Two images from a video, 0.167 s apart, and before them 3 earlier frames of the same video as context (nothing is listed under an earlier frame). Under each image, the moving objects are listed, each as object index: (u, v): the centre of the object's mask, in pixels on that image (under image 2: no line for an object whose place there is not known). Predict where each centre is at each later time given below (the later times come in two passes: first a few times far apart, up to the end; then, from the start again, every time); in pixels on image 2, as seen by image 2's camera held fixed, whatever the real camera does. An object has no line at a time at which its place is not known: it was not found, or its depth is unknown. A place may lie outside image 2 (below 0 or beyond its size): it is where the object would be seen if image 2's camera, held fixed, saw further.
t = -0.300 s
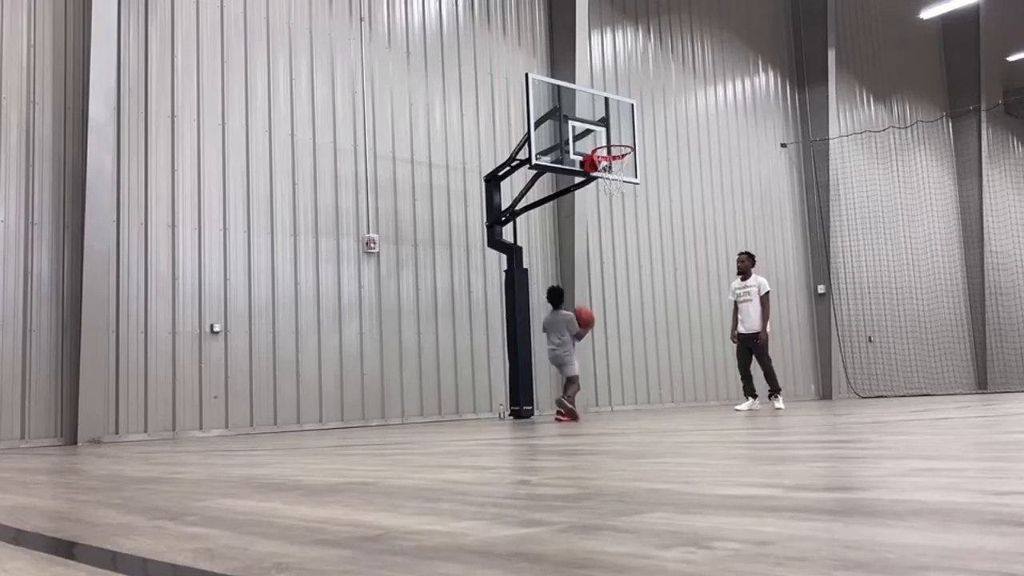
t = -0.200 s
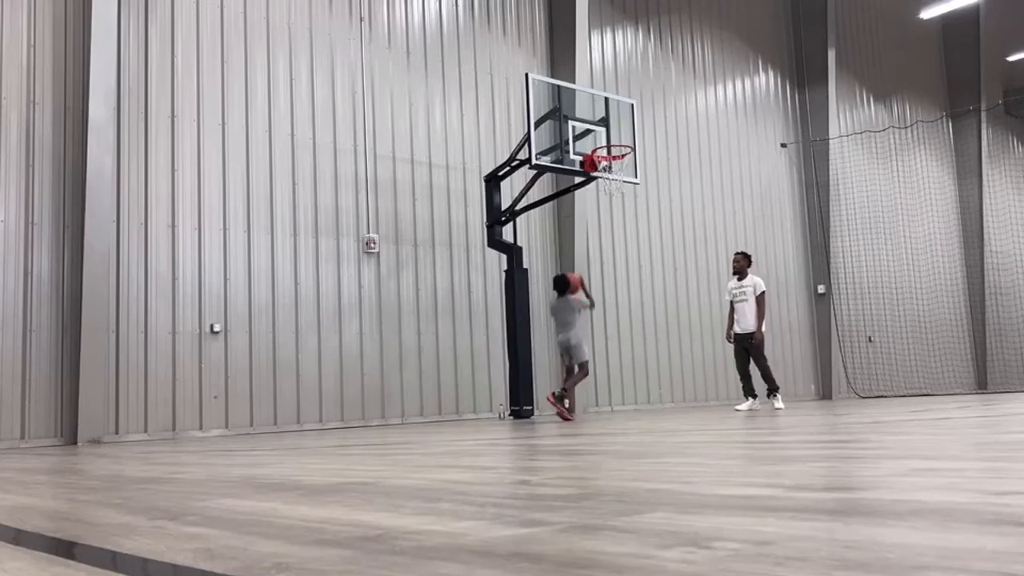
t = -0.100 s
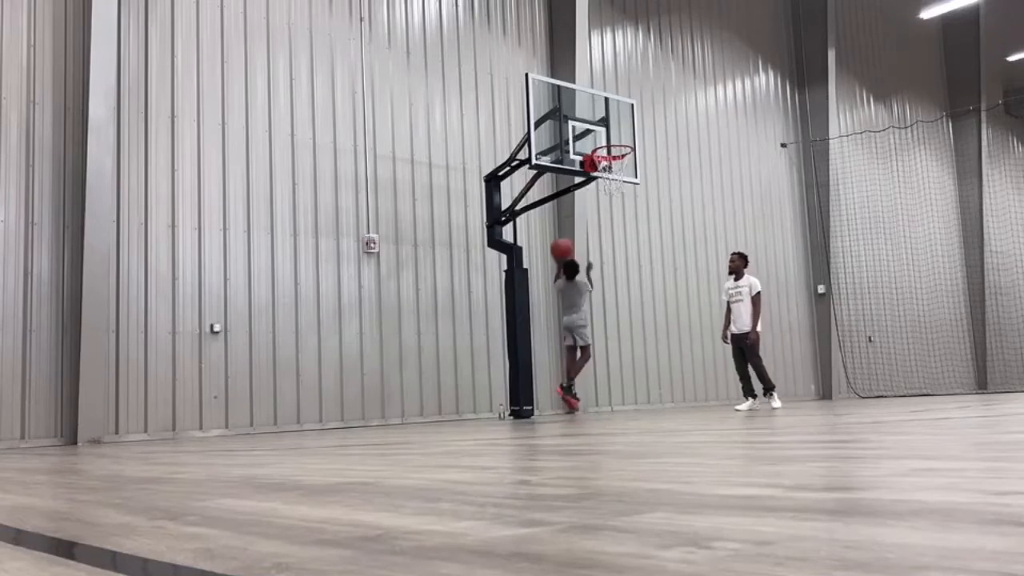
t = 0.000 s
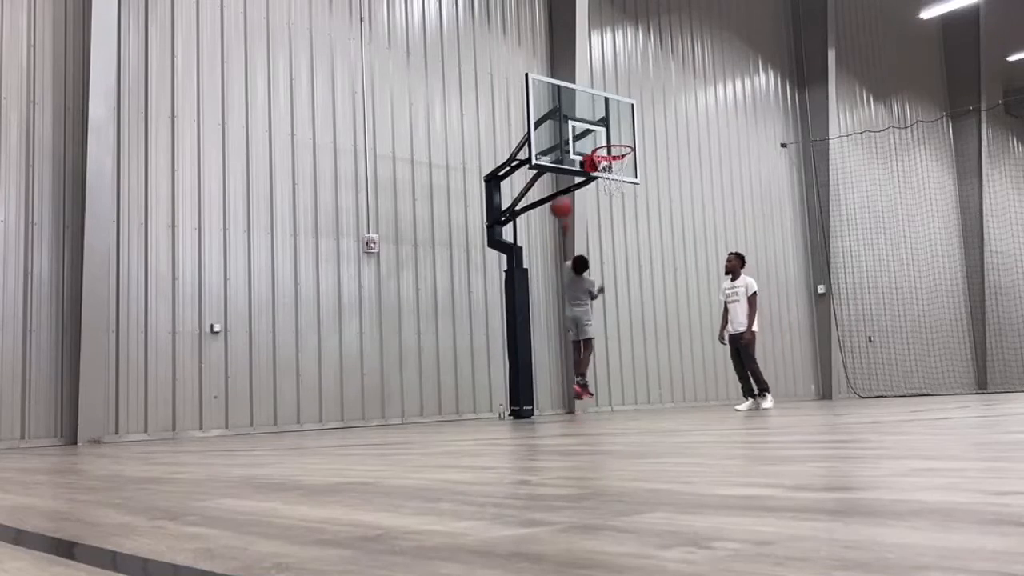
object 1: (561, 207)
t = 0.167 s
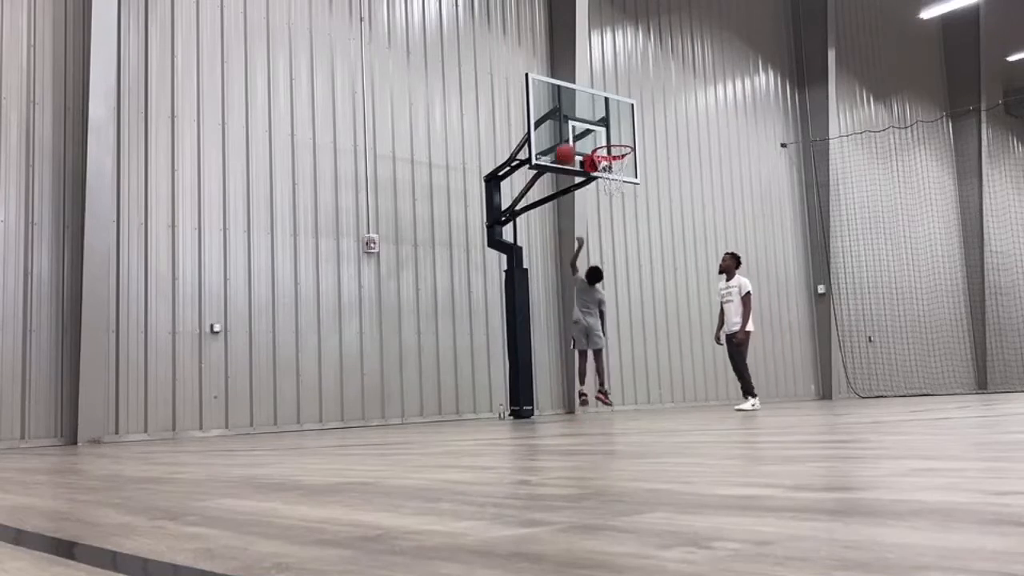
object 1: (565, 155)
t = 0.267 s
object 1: (567, 136)
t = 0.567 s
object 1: (611, 130)
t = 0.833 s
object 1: (606, 150)
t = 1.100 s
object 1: (629, 162)
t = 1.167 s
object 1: (629, 165)
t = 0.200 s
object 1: (566, 146)
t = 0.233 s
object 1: (566, 140)
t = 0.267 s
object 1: (567, 136)
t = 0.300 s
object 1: (569, 132)
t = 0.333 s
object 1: (573, 128)
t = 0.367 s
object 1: (579, 126)
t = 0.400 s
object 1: (585, 124)
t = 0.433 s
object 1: (589, 123)
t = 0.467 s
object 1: (596, 123)
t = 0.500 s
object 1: (600, 125)
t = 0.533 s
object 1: (605, 126)
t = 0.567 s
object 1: (611, 130)
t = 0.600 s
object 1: (617, 134)
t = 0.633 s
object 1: (623, 138)
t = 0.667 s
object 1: (622, 141)
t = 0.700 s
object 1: (619, 141)
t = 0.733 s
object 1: (616, 142)
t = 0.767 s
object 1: (611, 144)
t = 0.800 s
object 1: (608, 147)
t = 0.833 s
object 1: (606, 150)
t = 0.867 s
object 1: (605, 151)
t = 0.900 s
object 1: (609, 152)
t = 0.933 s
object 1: (614, 153)
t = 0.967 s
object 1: (617, 154)
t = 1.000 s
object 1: (622, 156)
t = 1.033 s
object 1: (625, 159)
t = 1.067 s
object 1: (627, 160)
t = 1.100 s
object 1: (629, 162)
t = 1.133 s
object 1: (630, 163)
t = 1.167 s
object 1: (629, 165)
